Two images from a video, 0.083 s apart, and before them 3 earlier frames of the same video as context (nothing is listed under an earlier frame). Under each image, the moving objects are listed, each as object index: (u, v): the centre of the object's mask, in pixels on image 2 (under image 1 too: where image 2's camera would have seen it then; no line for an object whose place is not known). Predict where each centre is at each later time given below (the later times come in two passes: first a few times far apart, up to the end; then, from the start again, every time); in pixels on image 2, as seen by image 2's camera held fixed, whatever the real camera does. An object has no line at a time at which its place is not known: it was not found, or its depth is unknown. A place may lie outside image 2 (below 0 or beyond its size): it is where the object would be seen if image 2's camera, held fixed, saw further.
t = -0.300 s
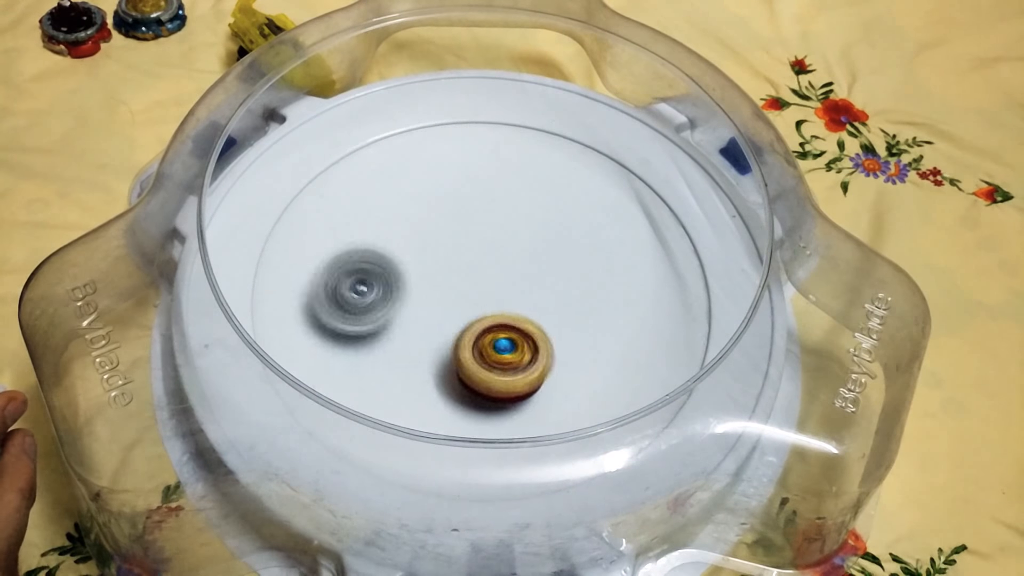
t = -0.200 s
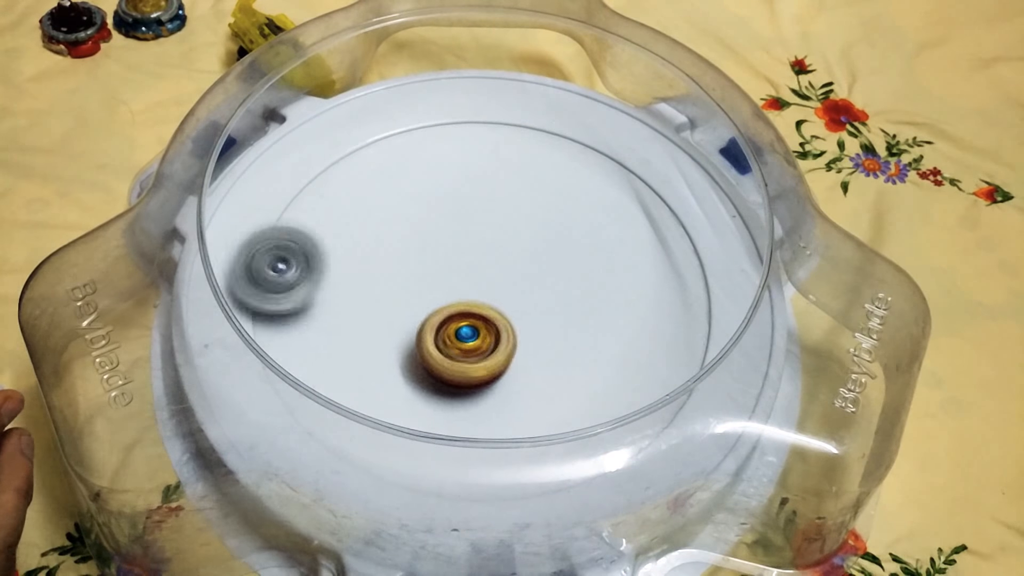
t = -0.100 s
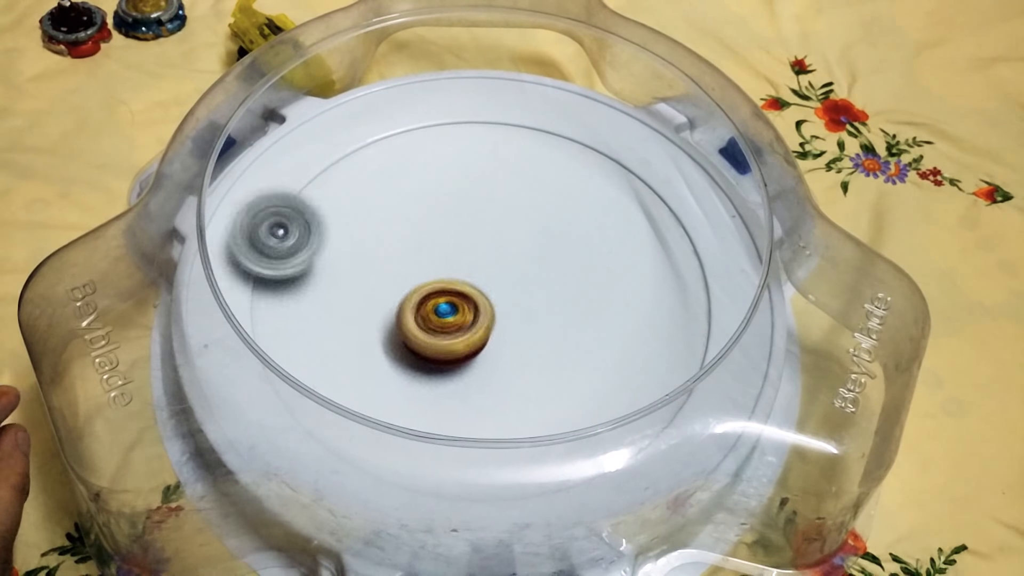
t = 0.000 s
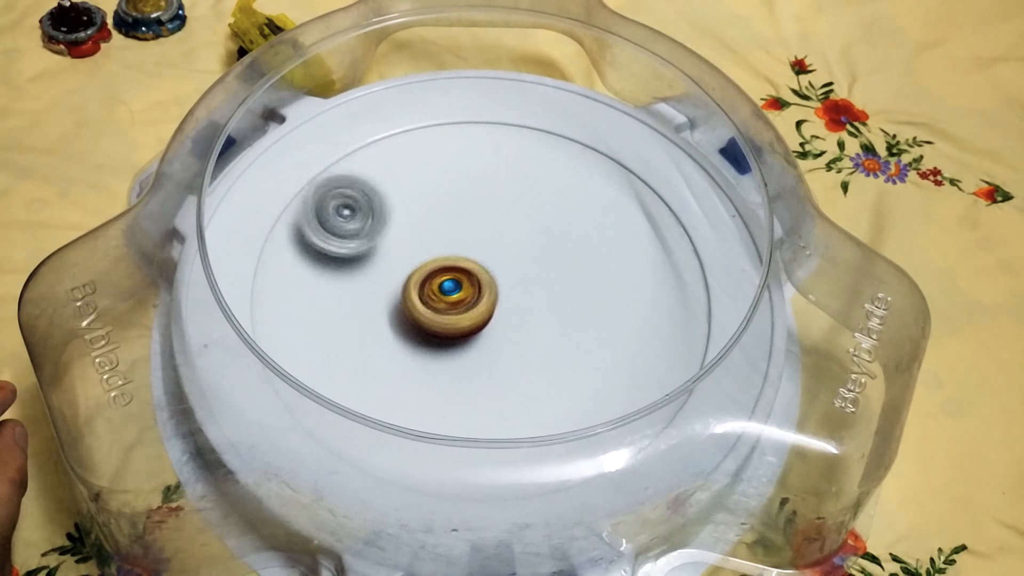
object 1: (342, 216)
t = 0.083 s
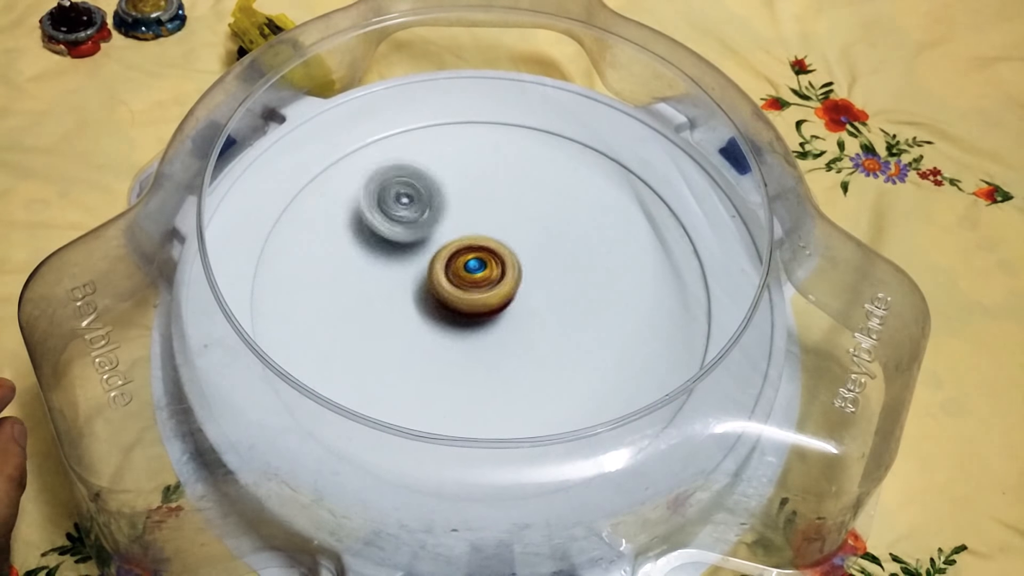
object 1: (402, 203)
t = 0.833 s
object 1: (285, 226)
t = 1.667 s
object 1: (330, 390)
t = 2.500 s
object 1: (429, 355)
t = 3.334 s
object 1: (600, 179)
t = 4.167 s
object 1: (402, 211)
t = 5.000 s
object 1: (466, 210)
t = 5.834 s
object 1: (489, 214)
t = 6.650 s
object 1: (482, 310)
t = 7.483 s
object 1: (555, 237)
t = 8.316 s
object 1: (433, 218)
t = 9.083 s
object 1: (438, 290)
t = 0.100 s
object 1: (413, 203)
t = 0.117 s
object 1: (422, 202)
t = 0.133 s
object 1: (432, 203)
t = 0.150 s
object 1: (438, 201)
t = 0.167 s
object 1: (442, 199)
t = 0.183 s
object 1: (446, 200)
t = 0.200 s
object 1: (449, 201)
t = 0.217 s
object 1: (451, 203)
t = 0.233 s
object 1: (454, 207)
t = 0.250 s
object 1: (455, 211)
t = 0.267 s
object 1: (455, 217)
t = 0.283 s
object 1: (454, 225)
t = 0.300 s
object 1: (454, 233)
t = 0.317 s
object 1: (452, 241)
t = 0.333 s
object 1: (449, 249)
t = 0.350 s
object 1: (445, 259)
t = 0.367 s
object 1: (440, 268)
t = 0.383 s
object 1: (432, 279)
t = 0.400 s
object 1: (426, 288)
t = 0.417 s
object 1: (417, 297)
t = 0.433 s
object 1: (409, 304)
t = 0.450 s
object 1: (399, 312)
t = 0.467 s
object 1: (389, 319)
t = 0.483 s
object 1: (378, 324)
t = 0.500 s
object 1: (363, 331)
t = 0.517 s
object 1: (354, 335)
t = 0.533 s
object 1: (344, 337)
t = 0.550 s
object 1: (334, 339)
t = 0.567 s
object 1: (323, 339)
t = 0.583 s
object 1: (314, 337)
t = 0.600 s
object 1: (308, 335)
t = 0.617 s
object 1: (301, 330)
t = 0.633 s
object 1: (293, 326)
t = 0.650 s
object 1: (286, 321)
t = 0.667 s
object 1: (281, 314)
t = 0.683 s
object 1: (277, 307)
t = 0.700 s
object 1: (273, 300)
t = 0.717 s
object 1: (270, 291)
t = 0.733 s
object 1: (267, 282)
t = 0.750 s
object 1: (265, 273)
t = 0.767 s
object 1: (264, 263)
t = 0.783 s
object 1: (266, 253)
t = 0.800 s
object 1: (270, 244)
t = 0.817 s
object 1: (276, 235)
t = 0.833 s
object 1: (285, 226)
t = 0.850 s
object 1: (296, 217)
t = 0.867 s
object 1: (308, 210)
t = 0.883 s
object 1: (323, 203)
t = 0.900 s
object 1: (340, 197)
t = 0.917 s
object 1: (357, 193)
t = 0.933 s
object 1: (376, 191)
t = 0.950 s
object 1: (397, 190)
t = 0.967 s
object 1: (412, 187)
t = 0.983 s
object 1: (412, 174)
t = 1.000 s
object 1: (415, 159)
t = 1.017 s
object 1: (419, 146)
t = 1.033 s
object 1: (424, 134)
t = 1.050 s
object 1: (429, 125)
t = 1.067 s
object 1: (436, 117)
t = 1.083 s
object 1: (444, 111)
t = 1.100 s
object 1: (453, 107)
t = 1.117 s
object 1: (463, 105)
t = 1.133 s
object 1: (474, 105)
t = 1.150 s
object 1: (486, 107)
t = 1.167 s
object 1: (498, 110)
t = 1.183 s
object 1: (513, 117)
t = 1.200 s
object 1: (526, 125)
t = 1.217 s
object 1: (540, 134)
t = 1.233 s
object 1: (552, 146)
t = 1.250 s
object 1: (564, 160)
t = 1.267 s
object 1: (574, 176)
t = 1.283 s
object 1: (583, 192)
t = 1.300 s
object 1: (591, 210)
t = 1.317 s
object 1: (596, 230)
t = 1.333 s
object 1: (600, 250)
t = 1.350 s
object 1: (601, 271)
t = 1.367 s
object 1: (600, 293)
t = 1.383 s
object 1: (597, 314)
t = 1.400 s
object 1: (591, 336)
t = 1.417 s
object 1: (582, 358)
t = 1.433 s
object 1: (572, 378)
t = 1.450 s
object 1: (559, 393)
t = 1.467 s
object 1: (543, 412)
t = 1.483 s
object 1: (526, 432)
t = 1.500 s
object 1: (505, 446)
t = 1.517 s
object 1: (482, 460)
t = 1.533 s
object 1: (461, 472)
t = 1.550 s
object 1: (440, 478)
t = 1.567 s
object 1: (423, 474)
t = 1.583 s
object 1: (406, 460)
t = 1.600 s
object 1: (391, 448)
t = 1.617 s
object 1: (377, 435)
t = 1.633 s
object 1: (360, 419)
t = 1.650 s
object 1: (344, 404)
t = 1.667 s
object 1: (330, 390)
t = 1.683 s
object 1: (316, 376)
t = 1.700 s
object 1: (304, 359)
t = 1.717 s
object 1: (291, 344)
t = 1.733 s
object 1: (280, 328)
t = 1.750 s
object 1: (275, 311)
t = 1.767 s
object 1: (268, 298)
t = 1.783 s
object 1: (262, 282)
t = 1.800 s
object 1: (258, 266)
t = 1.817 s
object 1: (260, 252)
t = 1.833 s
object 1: (266, 238)
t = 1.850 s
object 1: (275, 225)
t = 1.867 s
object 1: (284, 214)
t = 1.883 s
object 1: (297, 202)
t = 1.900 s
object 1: (309, 193)
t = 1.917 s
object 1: (323, 185)
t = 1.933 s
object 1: (339, 178)
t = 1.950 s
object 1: (356, 172)
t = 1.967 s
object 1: (373, 168)
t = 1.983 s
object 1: (394, 164)
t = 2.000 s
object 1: (409, 160)
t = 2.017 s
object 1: (409, 151)
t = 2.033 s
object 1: (411, 144)
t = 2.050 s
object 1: (412, 142)
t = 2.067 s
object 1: (415, 138)
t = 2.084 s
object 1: (419, 137)
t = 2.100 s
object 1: (423, 136)
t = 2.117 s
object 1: (429, 136)
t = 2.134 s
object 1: (436, 138)
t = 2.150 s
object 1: (444, 141)
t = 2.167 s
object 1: (452, 145)
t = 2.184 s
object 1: (460, 151)
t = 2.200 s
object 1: (468, 159)
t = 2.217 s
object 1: (474, 169)
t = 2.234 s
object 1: (480, 179)
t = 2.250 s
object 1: (484, 188)
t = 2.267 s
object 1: (489, 198)
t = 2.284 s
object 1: (491, 211)
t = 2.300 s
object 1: (492, 222)
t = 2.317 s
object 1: (493, 234)
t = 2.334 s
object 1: (493, 246)
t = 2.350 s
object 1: (491, 260)
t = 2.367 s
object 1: (487, 270)
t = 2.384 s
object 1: (485, 280)
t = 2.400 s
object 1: (480, 291)
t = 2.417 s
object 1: (474, 303)
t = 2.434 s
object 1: (468, 315)
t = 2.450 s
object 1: (460, 325)
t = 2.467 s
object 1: (450, 337)
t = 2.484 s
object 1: (440, 347)
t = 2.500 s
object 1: (429, 355)
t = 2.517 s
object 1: (416, 362)
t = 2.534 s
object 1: (402, 370)
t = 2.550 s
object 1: (390, 375)
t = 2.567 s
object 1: (373, 380)
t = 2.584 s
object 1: (359, 381)
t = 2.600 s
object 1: (343, 382)
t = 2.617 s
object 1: (330, 380)
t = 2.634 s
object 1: (320, 377)
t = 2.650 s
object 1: (308, 374)
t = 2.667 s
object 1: (297, 368)
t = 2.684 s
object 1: (289, 360)
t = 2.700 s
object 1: (280, 351)
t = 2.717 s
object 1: (274, 343)
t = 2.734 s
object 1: (269, 337)
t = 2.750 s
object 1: (264, 326)
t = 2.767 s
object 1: (263, 316)
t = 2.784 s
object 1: (264, 306)
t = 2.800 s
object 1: (269, 295)
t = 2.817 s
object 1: (272, 288)
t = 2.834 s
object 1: (276, 277)
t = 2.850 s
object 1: (283, 267)
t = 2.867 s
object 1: (292, 259)
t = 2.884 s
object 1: (303, 250)
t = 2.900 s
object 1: (314, 244)
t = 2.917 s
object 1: (328, 237)
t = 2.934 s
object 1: (342, 230)
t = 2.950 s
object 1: (357, 227)
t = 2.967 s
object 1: (364, 215)
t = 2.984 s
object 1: (367, 203)
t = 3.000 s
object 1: (369, 189)
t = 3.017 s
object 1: (374, 176)
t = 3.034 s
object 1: (381, 164)
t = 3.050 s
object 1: (388, 156)
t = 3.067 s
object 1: (397, 147)
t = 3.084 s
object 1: (408, 139)
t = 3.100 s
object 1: (419, 133)
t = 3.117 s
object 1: (431, 130)
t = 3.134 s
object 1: (443, 127)
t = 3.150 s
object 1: (457, 125)
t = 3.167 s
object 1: (472, 124)
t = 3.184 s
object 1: (488, 126)
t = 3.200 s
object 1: (504, 128)
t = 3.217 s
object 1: (519, 131)
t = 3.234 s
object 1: (535, 135)
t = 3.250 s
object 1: (547, 139)
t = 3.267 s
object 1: (560, 146)
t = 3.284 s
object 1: (571, 153)
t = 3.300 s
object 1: (582, 160)
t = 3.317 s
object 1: (592, 168)
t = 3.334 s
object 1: (600, 179)
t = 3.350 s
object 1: (606, 188)
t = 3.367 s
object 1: (612, 198)
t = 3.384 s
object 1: (617, 209)
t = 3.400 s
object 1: (621, 219)
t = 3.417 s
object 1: (621, 232)
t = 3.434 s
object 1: (622, 245)
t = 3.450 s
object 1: (623, 261)
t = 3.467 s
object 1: (622, 275)
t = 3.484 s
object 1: (618, 294)
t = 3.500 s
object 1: (613, 308)
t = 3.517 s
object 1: (607, 324)
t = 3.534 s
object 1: (600, 337)
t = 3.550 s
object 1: (588, 353)
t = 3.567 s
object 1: (574, 363)
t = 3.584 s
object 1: (562, 373)
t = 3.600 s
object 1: (548, 382)
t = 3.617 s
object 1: (534, 390)
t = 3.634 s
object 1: (519, 398)
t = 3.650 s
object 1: (502, 413)
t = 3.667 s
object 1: (488, 420)
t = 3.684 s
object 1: (470, 430)
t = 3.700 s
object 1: (454, 430)
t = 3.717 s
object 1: (438, 433)
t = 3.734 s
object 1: (423, 434)
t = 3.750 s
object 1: (407, 432)
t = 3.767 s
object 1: (394, 427)
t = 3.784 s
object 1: (383, 426)
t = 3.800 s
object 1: (367, 421)
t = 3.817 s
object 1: (356, 413)
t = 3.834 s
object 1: (346, 408)
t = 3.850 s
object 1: (335, 401)
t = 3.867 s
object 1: (325, 393)
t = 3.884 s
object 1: (319, 382)
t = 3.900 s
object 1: (314, 374)
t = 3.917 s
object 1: (309, 362)
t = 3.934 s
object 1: (306, 349)
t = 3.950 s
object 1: (306, 339)
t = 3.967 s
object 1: (304, 327)
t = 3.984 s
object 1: (305, 316)
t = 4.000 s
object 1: (310, 305)
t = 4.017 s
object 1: (313, 294)
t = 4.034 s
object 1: (319, 282)
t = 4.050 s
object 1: (326, 271)
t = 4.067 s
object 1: (334, 261)
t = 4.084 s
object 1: (343, 249)
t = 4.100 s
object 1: (354, 240)
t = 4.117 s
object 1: (366, 233)
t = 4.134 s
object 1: (377, 224)
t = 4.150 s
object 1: (390, 217)
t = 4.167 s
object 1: (402, 211)
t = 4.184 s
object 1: (401, 202)
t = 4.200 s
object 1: (402, 194)
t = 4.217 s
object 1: (406, 187)
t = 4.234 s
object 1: (408, 181)
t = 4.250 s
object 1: (414, 175)
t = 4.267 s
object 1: (420, 171)
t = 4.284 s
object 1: (426, 169)
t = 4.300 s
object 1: (434, 166)
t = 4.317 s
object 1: (442, 163)
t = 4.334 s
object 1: (452, 163)
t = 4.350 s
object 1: (461, 162)
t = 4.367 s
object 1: (472, 161)
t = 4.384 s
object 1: (482, 162)
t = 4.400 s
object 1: (492, 163)
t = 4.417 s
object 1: (504, 165)
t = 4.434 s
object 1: (515, 168)
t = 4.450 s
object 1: (524, 171)
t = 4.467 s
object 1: (536, 176)
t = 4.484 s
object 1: (547, 181)
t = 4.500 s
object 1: (554, 187)
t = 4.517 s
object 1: (564, 194)
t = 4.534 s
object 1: (571, 200)
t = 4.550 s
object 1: (575, 200)
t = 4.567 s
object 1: (578, 200)
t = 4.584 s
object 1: (581, 202)
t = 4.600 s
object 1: (582, 204)
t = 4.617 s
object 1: (585, 207)
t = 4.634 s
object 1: (588, 210)
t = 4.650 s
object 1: (589, 214)
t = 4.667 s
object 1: (588, 218)
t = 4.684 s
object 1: (588, 224)
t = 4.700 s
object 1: (586, 229)
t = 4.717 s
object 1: (583, 235)
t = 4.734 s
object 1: (578, 242)
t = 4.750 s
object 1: (573, 246)
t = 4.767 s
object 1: (568, 251)
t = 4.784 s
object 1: (558, 258)
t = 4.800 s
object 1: (551, 261)
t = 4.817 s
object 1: (545, 260)
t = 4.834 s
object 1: (534, 256)
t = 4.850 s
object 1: (526, 252)
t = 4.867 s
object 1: (518, 249)
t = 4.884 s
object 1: (510, 244)
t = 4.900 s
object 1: (504, 239)
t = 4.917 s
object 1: (494, 235)
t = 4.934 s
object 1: (488, 230)
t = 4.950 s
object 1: (483, 225)
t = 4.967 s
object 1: (477, 220)
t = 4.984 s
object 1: (472, 214)
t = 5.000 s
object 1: (466, 210)
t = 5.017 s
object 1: (461, 205)
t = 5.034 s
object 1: (459, 201)
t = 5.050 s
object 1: (454, 195)
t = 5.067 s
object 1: (449, 189)
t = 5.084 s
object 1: (447, 186)
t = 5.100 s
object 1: (444, 181)
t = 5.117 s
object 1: (443, 177)
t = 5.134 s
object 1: (441, 172)
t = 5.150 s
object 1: (441, 167)
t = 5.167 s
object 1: (442, 163)
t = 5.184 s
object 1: (442, 160)
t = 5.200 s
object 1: (445, 157)
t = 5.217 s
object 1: (447, 155)
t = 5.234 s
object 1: (449, 153)
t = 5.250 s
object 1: (454, 154)
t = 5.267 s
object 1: (456, 154)
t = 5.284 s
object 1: (460, 155)
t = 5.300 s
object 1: (463, 158)
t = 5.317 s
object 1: (466, 162)
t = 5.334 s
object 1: (470, 166)
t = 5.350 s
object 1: (471, 172)
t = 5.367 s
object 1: (474, 178)
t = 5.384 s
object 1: (474, 185)
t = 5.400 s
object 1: (476, 192)
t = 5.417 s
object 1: (477, 200)
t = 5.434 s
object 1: (475, 208)
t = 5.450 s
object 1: (474, 216)
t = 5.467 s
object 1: (471, 226)
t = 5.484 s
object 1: (470, 231)
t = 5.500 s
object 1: (473, 222)
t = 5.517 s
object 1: (475, 209)
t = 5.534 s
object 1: (478, 200)
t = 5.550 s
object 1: (482, 190)
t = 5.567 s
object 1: (484, 181)
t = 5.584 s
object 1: (486, 176)
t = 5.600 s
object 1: (488, 170)
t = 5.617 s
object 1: (489, 167)
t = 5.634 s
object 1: (491, 165)
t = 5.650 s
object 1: (492, 166)
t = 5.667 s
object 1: (494, 167)
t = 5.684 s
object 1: (495, 170)
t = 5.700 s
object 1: (495, 173)
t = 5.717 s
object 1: (496, 178)
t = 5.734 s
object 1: (497, 181)
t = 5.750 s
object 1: (497, 186)
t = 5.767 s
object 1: (496, 190)
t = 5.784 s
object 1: (495, 195)
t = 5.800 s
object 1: (493, 201)
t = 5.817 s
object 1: (492, 208)
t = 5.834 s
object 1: (489, 214)
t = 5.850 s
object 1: (486, 221)
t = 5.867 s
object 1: (480, 228)
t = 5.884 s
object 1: (477, 234)
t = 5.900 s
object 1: (471, 240)
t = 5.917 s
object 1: (466, 247)
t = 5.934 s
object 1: (459, 253)
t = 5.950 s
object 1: (454, 261)
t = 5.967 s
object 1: (446, 266)
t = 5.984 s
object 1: (440, 270)
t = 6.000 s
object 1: (431, 275)
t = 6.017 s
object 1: (425, 279)
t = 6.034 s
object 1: (417, 284)
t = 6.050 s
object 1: (411, 286)
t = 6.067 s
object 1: (402, 291)
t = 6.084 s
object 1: (395, 293)
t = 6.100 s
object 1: (387, 294)
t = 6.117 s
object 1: (381, 296)
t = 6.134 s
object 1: (373, 297)
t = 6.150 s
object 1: (368, 297)
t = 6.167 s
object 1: (361, 297)
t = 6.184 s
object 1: (358, 296)
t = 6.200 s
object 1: (352, 294)
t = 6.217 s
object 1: (350, 292)
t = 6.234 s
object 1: (346, 290)
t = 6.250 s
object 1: (346, 289)
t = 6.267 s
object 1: (344, 285)
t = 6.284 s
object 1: (345, 283)
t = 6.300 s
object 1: (346, 279)
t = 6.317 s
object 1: (349, 277)
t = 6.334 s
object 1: (352, 275)
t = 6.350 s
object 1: (358, 273)
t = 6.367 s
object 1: (363, 271)
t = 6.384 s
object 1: (370, 270)
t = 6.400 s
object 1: (376, 268)
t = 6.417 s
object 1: (384, 268)
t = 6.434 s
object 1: (392, 267)
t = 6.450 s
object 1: (399, 269)
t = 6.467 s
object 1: (408, 269)
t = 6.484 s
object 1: (415, 270)
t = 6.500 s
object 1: (425, 272)
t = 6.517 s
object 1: (433, 275)
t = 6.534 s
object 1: (442, 278)
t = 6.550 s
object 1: (449, 281)
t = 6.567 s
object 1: (460, 284)
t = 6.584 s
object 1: (464, 290)
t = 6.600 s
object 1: (469, 294)
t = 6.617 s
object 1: (472, 300)
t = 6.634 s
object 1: (479, 305)
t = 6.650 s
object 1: (482, 310)
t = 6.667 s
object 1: (488, 315)
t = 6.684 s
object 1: (490, 321)
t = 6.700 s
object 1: (495, 326)
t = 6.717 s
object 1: (497, 332)
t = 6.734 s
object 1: (501, 337)
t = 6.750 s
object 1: (503, 341)
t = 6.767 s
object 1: (505, 347)
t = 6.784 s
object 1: (505, 350)
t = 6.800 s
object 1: (506, 355)
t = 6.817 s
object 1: (506, 357)
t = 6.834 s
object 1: (505, 361)
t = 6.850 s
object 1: (503, 362)
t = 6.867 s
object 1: (500, 364)
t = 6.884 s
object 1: (499, 364)
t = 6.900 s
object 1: (496, 365)
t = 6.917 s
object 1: (496, 364)
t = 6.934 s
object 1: (494, 364)
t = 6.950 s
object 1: (493, 364)
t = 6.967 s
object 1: (491, 361)
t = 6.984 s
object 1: (489, 359)
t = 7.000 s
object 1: (487, 355)
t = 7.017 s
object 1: (485, 354)
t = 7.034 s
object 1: (484, 349)
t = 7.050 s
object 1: (482, 346)
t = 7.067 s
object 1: (482, 340)
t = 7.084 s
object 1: (480, 334)
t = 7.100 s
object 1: (483, 329)
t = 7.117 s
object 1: (482, 324)
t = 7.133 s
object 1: (485, 319)
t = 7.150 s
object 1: (486, 312)
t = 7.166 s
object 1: (488, 307)
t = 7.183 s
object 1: (490, 300)
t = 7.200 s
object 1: (492, 296)
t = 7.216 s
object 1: (495, 288)
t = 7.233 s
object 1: (498, 283)
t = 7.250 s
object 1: (504, 278)
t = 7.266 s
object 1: (508, 273)
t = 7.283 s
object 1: (513, 269)
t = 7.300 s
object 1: (517, 264)
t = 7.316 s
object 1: (521, 261)
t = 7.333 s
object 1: (525, 256)
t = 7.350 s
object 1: (528, 253)
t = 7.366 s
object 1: (532, 249)
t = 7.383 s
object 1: (535, 247)
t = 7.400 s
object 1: (541, 243)
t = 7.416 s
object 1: (544, 240)
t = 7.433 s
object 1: (548, 239)
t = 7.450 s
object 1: (551, 237)
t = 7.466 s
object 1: (554, 238)
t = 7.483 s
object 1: (555, 237)
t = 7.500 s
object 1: (556, 237)
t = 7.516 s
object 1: (558, 236)
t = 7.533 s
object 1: (557, 237)
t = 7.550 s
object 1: (561, 237)
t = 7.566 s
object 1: (559, 239)
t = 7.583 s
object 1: (560, 241)
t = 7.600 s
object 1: (559, 242)
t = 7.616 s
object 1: (556, 244)
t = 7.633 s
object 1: (553, 245)
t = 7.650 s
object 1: (548, 245)
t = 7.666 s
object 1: (547, 246)
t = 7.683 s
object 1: (543, 247)
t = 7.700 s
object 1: (541, 249)
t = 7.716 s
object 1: (537, 249)
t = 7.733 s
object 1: (533, 251)
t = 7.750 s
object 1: (527, 252)
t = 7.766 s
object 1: (520, 253)
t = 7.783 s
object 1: (516, 253)
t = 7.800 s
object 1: (509, 254)
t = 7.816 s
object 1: (506, 254)
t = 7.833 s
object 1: (499, 254)
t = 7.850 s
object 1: (493, 255)
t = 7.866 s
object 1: (485, 254)
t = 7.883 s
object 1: (477, 254)
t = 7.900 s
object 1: (472, 253)
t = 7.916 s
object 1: (466, 253)
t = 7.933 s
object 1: (462, 252)
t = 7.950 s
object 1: (455, 249)
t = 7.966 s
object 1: (449, 249)
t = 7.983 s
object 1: (442, 247)
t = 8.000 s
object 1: (435, 246)
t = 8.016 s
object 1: (432, 243)
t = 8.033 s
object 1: (427, 242)
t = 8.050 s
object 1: (423, 240)
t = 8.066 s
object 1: (418, 237)
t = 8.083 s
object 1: (414, 235)
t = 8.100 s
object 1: (411, 232)
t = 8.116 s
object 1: (407, 229)
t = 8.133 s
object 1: (408, 227)
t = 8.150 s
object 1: (406, 224)
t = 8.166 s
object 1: (406, 222)
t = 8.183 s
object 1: (406, 218)
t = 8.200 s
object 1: (407, 216)
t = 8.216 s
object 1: (409, 213)
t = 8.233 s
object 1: (412, 213)
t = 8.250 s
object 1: (417, 212)
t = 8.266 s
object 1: (422, 212)
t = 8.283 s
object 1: (426, 214)
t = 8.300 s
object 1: (431, 215)
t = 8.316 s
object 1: (433, 218)
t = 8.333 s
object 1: (439, 221)
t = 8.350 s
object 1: (443, 224)
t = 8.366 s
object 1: (448, 230)
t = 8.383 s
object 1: (451, 233)
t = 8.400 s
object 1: (452, 239)
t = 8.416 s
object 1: (456, 242)
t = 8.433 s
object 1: (458, 247)
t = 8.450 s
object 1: (462, 253)
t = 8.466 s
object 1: (464, 259)
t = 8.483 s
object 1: (464, 265)
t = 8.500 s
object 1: (466, 270)
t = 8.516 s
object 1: (466, 276)
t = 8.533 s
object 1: (469, 282)
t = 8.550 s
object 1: (467, 286)
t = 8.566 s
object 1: (463, 291)
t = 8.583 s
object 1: (458, 295)
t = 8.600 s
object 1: (452, 300)
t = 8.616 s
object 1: (451, 303)
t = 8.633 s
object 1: (446, 306)
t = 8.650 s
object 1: (442, 310)
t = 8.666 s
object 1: (437, 311)
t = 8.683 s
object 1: (431, 314)
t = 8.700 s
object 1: (430, 316)
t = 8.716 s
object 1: (426, 316)
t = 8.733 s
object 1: (421, 319)
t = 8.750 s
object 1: (416, 319)
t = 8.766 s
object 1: (412, 318)
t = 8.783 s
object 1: (412, 319)
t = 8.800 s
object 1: (409, 318)
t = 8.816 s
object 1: (407, 318)
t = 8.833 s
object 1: (405, 317)
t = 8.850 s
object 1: (404, 315)
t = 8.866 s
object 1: (406, 315)
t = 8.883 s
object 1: (406, 312)
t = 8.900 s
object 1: (406, 311)
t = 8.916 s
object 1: (405, 308)
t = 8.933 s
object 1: (408, 307)
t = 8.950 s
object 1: (411, 305)
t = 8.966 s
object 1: (413, 303)
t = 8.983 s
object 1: (412, 302)
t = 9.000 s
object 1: (415, 299)
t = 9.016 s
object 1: (419, 298)
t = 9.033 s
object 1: (424, 297)
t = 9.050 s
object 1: (428, 294)
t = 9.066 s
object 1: (430, 292)
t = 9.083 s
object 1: (438, 290)
